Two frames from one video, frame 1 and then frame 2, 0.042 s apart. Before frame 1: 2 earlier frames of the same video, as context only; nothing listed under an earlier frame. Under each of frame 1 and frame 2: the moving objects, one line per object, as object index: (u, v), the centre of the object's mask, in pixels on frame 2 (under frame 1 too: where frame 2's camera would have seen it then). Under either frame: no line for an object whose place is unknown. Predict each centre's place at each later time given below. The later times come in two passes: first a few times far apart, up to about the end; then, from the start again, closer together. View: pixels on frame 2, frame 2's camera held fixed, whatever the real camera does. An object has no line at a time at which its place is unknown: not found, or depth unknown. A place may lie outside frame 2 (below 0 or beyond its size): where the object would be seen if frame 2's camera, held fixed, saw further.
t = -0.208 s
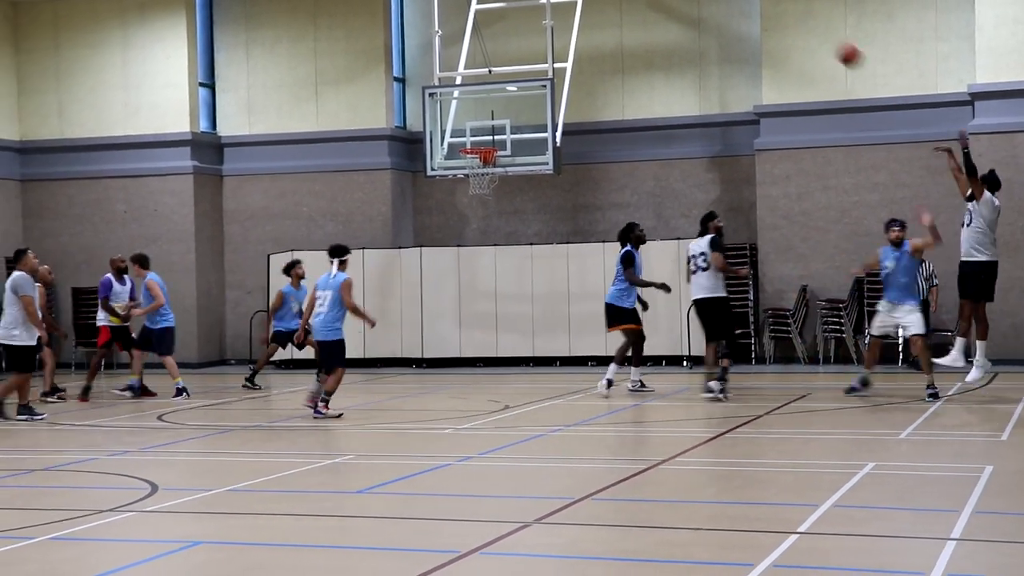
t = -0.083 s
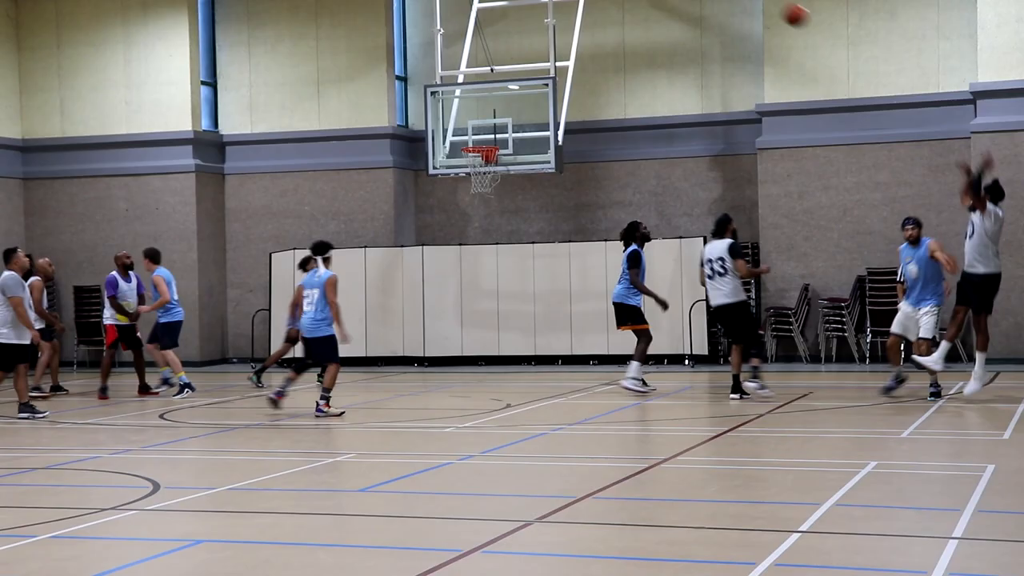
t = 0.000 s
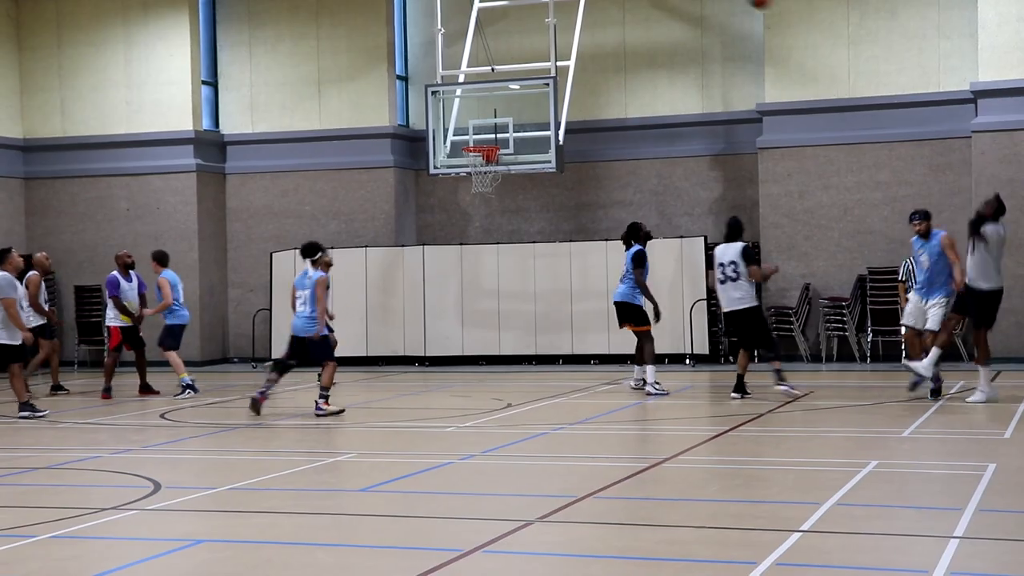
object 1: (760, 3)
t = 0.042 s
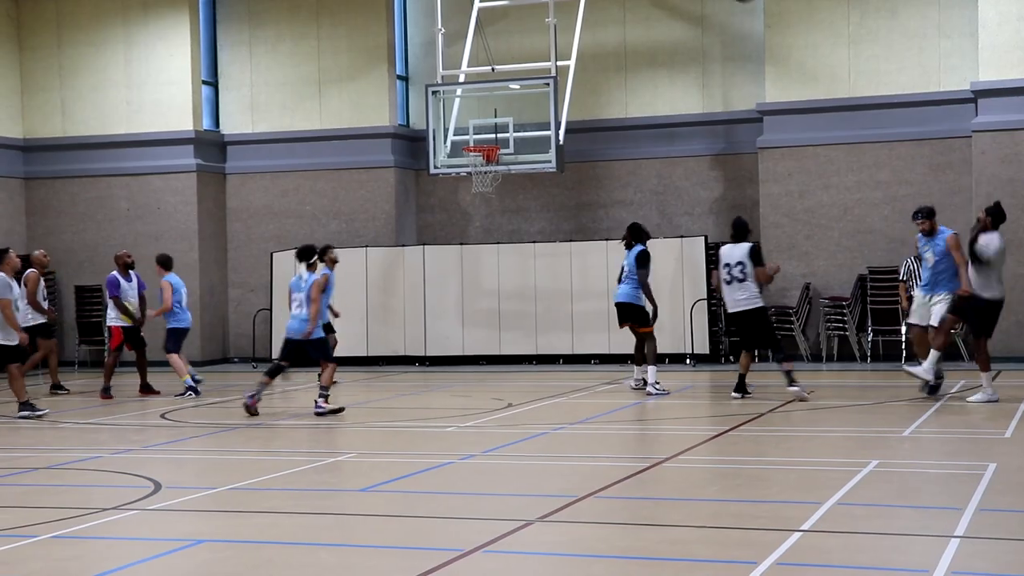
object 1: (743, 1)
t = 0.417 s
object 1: (602, 7)
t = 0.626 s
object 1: (536, 58)
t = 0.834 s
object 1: (474, 140)
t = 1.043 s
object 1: (508, 160)
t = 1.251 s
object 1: (508, 156)
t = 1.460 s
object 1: (491, 176)
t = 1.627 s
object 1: (463, 199)
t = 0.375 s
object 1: (616, 4)
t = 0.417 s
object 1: (602, 7)
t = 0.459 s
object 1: (590, 14)
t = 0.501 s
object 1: (574, 23)
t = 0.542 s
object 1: (561, 34)
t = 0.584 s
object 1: (548, 46)
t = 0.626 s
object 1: (536, 58)
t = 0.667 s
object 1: (523, 73)
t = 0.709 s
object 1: (511, 90)
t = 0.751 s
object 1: (499, 106)
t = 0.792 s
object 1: (486, 121)
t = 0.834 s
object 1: (474, 140)
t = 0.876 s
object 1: (475, 158)
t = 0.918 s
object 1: (490, 167)
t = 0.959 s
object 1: (499, 167)
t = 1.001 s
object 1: (505, 164)
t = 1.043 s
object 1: (508, 160)
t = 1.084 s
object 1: (508, 155)
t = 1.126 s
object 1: (509, 153)
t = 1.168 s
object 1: (508, 153)
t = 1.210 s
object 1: (509, 154)
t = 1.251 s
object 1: (508, 156)
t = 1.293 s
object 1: (507, 159)
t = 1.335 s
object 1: (505, 164)
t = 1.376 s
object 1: (501, 169)
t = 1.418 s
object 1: (496, 173)
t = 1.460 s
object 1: (491, 176)
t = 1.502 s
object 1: (484, 180)
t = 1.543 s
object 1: (476, 185)
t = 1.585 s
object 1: (469, 192)
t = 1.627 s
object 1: (463, 199)
